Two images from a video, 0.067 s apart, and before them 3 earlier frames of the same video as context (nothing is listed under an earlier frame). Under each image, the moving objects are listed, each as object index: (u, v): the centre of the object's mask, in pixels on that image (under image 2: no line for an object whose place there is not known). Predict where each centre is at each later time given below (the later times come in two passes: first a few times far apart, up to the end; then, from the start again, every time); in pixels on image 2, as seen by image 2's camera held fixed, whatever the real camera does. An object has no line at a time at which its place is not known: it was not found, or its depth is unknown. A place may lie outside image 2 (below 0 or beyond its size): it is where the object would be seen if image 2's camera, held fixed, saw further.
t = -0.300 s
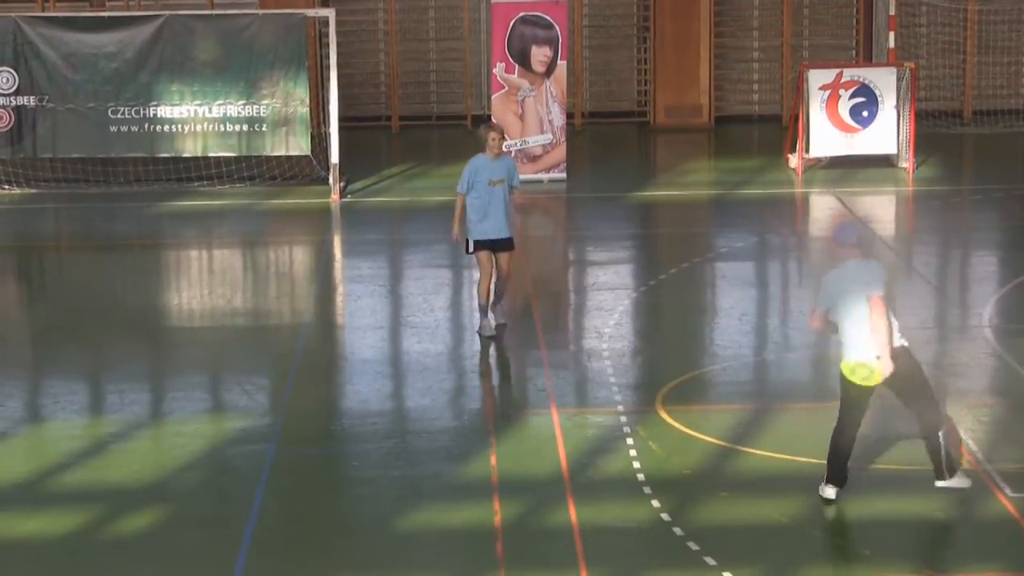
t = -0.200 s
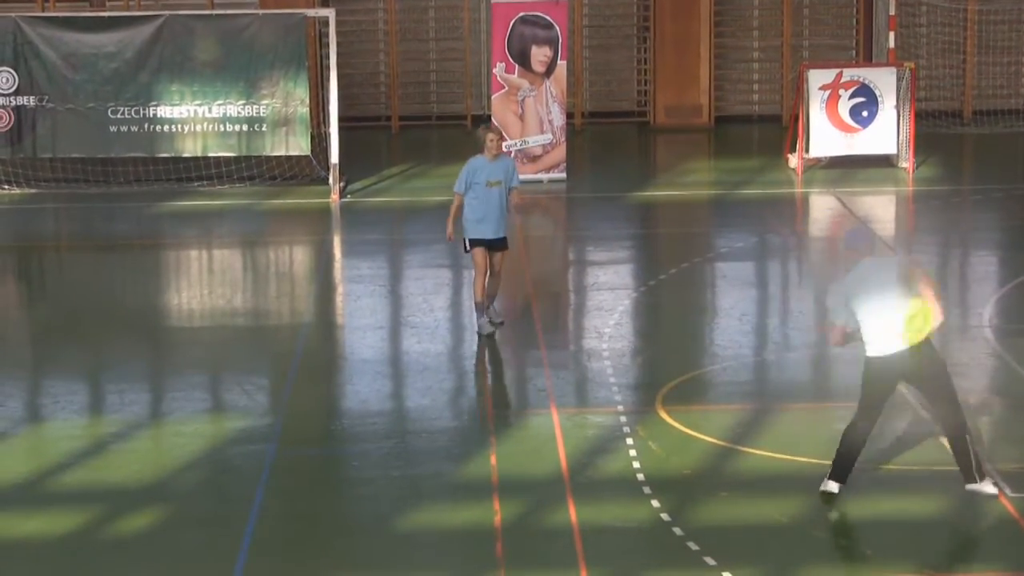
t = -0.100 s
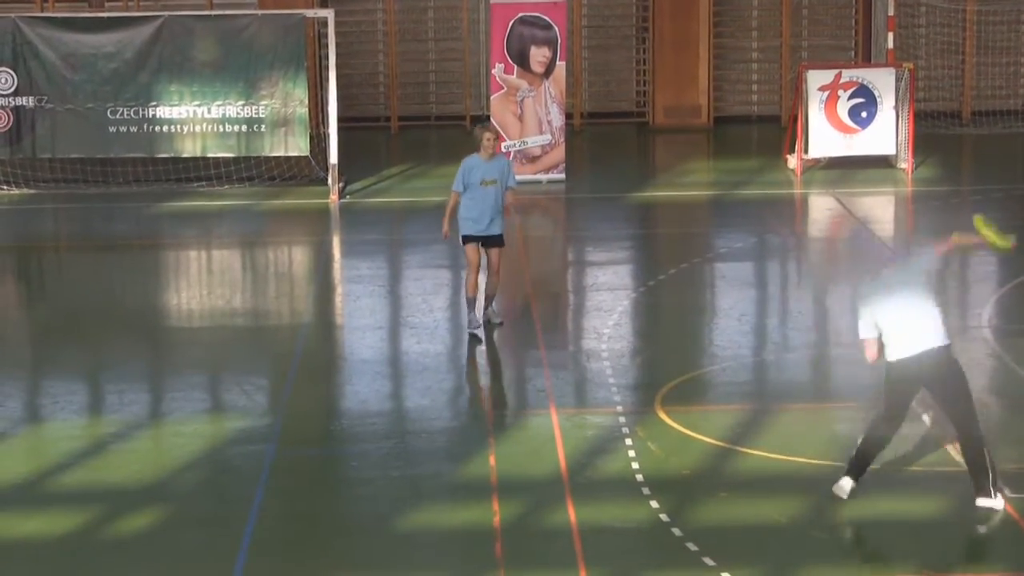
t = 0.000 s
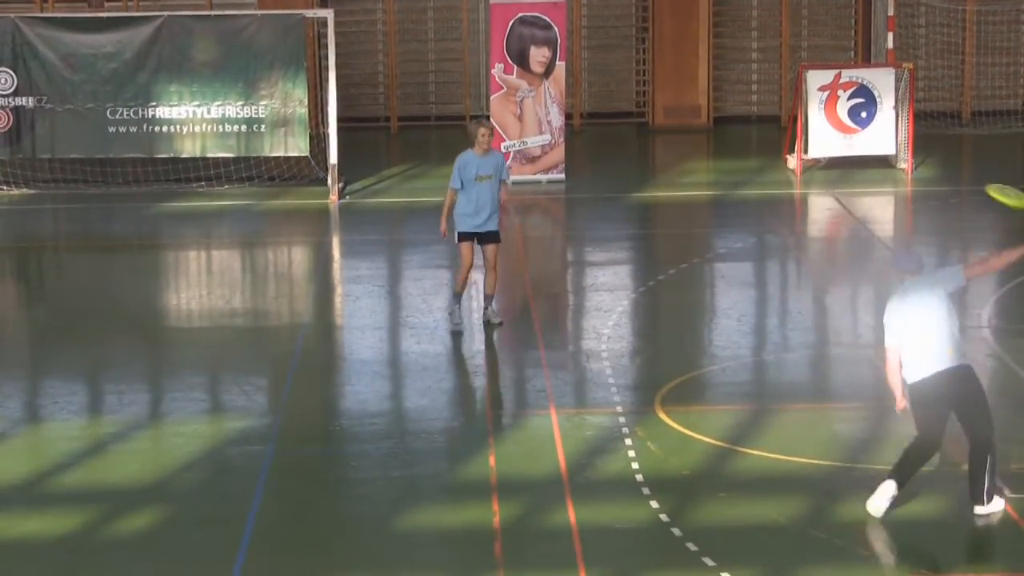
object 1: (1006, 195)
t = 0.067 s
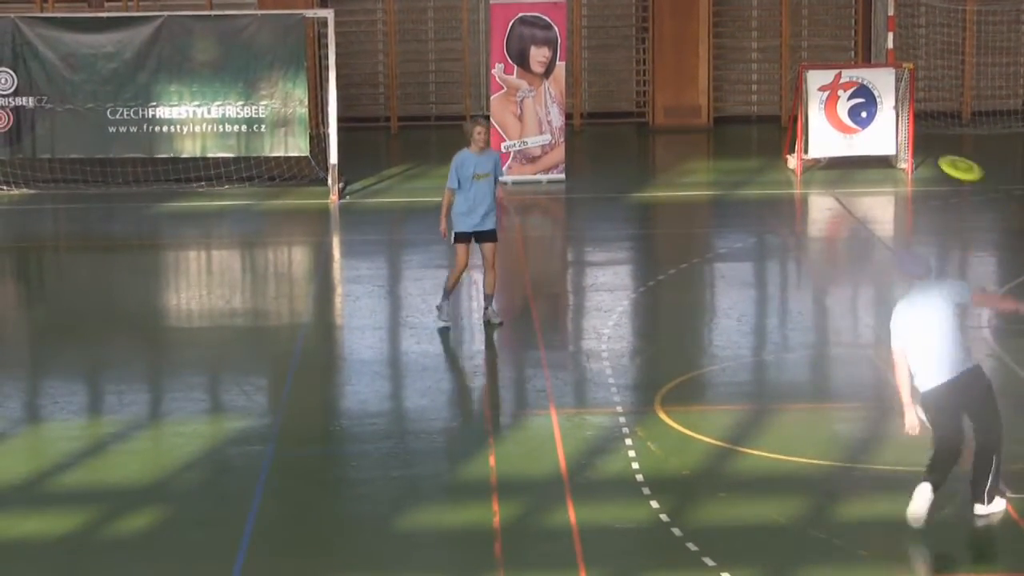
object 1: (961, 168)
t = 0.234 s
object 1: (857, 120)
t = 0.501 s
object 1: (730, 89)
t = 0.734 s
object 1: (645, 92)
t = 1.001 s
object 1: (575, 116)
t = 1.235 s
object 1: (527, 149)
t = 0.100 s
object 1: (938, 156)
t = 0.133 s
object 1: (918, 146)
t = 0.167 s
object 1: (897, 136)
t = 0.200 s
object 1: (876, 127)
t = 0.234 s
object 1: (857, 120)
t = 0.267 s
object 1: (839, 113)
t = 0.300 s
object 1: (822, 108)
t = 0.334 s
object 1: (804, 103)
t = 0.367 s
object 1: (788, 99)
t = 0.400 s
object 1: (773, 95)
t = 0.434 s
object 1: (758, 93)
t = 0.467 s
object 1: (744, 91)
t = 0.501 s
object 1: (730, 89)
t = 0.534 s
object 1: (716, 88)
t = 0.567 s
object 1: (703, 88)
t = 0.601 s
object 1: (691, 88)
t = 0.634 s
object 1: (679, 88)
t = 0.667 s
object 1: (668, 89)
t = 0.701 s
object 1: (657, 91)
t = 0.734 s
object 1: (645, 92)
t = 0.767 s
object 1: (635, 94)
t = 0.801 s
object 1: (626, 97)
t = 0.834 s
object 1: (616, 99)
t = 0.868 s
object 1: (607, 102)
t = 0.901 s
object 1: (598, 105)
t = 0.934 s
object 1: (589, 109)
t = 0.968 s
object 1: (582, 112)
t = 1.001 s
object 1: (575, 116)
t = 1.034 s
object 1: (566, 121)
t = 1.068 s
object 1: (559, 125)
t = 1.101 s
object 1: (553, 130)
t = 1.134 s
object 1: (545, 134)
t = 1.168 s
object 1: (540, 139)
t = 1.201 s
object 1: (532, 144)
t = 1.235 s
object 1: (527, 149)
